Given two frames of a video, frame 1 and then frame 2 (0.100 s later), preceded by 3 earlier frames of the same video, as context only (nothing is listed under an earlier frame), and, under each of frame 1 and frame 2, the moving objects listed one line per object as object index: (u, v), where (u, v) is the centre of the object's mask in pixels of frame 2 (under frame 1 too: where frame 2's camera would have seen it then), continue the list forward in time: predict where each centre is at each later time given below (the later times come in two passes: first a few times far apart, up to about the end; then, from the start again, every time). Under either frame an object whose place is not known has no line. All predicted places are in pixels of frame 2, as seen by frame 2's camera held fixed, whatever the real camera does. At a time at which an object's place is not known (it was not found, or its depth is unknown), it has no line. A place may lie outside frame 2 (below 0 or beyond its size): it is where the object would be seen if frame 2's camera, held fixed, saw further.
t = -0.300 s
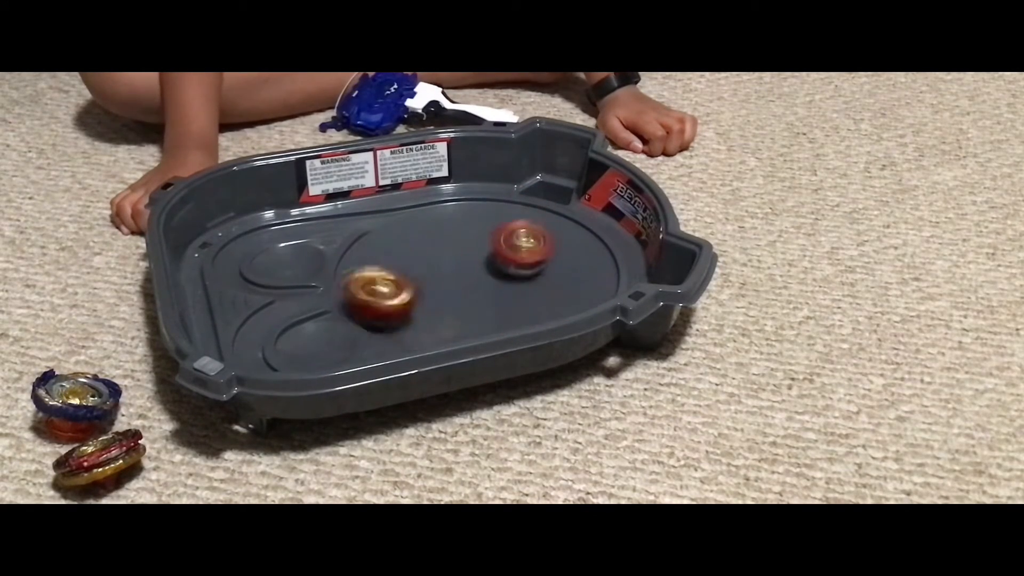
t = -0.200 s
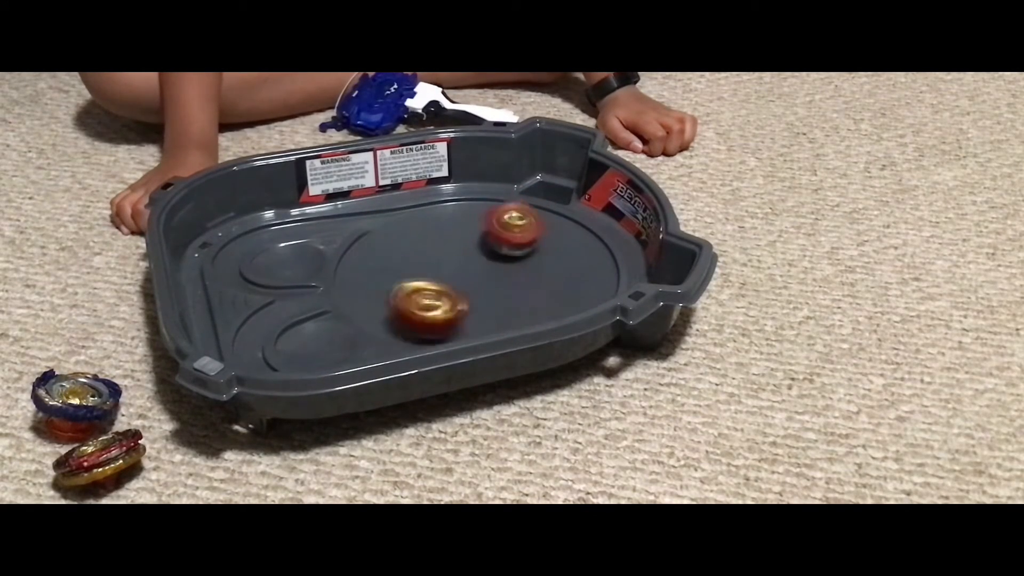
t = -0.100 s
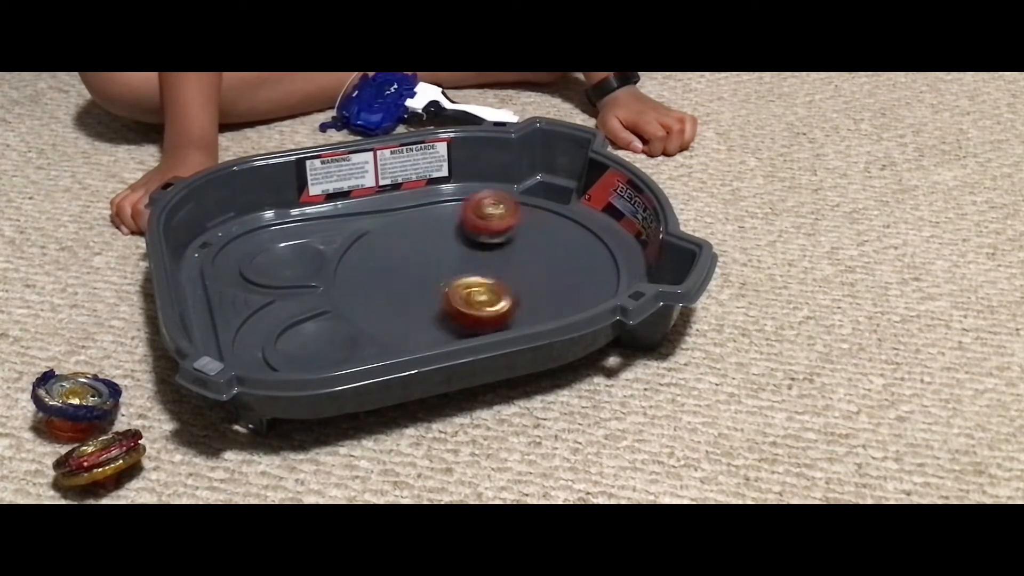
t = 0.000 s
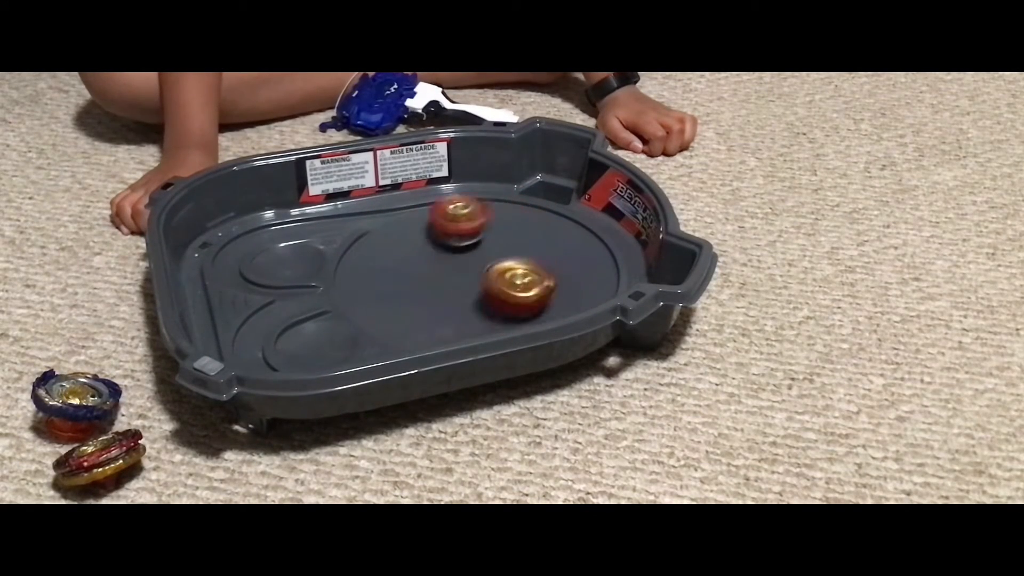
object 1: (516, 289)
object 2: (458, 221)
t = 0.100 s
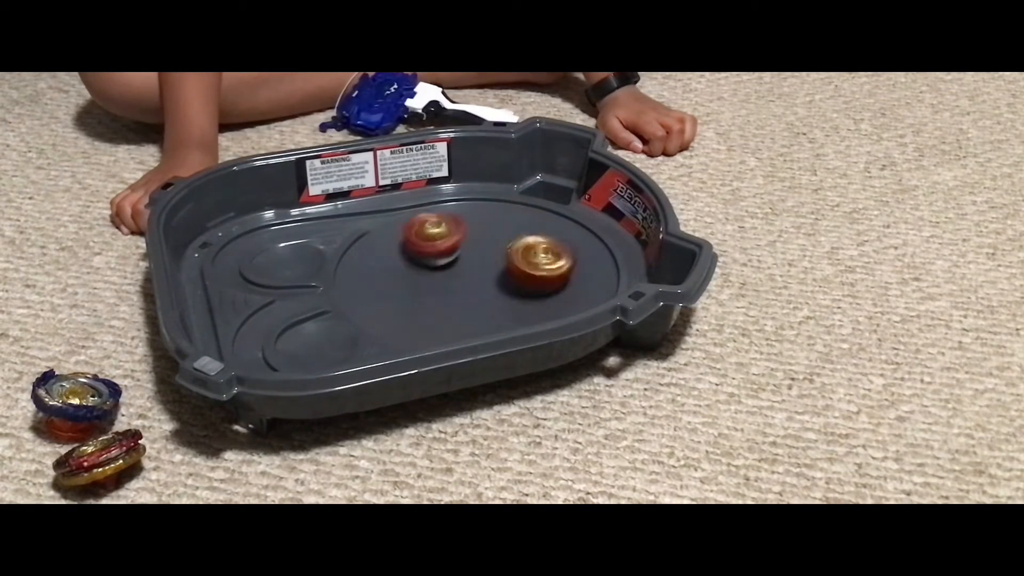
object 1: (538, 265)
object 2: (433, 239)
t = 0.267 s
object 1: (534, 224)
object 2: (427, 278)
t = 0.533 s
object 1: (438, 221)
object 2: (483, 309)
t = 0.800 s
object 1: (417, 290)
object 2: (528, 280)
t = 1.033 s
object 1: (488, 313)
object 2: (470, 247)
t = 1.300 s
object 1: (545, 273)
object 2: (396, 245)
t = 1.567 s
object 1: (459, 233)
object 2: (433, 286)
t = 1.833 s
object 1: (371, 249)
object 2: (523, 279)
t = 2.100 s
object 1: (432, 299)
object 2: (528, 243)
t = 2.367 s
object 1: (539, 274)
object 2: (444, 259)
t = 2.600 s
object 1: (536, 226)
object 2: (413, 290)
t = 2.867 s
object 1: (437, 242)
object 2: (470, 301)
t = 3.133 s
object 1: (410, 298)
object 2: (495, 258)
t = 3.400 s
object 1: (496, 308)
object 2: (453, 231)
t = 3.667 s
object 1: (512, 256)
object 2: (435, 270)
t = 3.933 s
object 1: (435, 224)
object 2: (494, 296)
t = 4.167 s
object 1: (390, 257)
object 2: (528, 275)
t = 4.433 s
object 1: (471, 297)
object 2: (461, 251)
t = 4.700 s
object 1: (554, 270)
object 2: (405, 270)
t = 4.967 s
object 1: (497, 238)
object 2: (455, 289)
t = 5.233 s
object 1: (409, 266)
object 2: (508, 265)
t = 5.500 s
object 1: (422, 308)
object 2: (486, 241)
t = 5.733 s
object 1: (500, 292)
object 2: (445, 264)
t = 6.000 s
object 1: (510, 241)
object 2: (444, 294)
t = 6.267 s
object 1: (436, 237)
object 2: (486, 282)
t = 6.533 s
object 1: (380, 269)
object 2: (525, 268)
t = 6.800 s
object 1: (418, 295)
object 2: (536, 277)
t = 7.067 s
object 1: (412, 256)
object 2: (591, 282)
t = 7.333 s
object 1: (412, 238)
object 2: (533, 287)
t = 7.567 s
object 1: (466, 246)
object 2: (437, 294)
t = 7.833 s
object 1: (512, 258)
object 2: (426, 290)
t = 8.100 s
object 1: (510, 270)
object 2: (434, 292)
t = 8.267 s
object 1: (507, 270)
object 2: (447, 289)
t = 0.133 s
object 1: (542, 256)
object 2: (429, 246)
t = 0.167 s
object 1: (543, 247)
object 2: (426, 254)
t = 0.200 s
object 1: (542, 239)
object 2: (425, 262)
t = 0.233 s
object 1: (539, 231)
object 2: (425, 270)
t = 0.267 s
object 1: (534, 224)
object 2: (427, 278)
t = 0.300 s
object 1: (526, 217)
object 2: (430, 285)
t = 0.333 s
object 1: (516, 212)
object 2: (435, 291)
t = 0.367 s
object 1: (504, 208)
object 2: (441, 297)
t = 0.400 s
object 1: (492, 208)
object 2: (447, 302)
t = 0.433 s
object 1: (479, 208)
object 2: (456, 306)
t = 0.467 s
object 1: (465, 210)
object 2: (464, 309)
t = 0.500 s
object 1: (451, 213)
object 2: (472, 310)
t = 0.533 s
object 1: (438, 221)
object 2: (483, 309)
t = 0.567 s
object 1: (428, 229)
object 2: (494, 309)
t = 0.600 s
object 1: (420, 238)
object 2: (504, 306)
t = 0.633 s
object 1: (413, 247)
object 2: (515, 303)
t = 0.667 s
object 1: (410, 256)
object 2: (521, 303)
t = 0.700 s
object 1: (408, 265)
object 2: (528, 297)
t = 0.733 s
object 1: (409, 273)
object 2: (530, 293)
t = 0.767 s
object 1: (412, 282)
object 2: (530, 286)
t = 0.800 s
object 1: (417, 290)
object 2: (528, 280)
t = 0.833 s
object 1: (422, 298)
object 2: (523, 274)
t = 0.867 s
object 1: (430, 304)
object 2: (518, 267)
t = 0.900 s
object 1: (440, 310)
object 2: (509, 263)
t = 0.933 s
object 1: (451, 313)
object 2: (500, 257)
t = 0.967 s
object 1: (464, 313)
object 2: (492, 253)
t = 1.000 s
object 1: (476, 313)
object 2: (481, 249)
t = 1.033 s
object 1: (488, 313)
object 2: (470, 247)
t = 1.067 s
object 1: (502, 310)
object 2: (461, 243)
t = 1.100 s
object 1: (516, 307)
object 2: (450, 240)
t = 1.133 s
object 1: (529, 303)
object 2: (439, 239)
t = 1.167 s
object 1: (539, 300)
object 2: (429, 238)
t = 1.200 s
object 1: (547, 293)
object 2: (419, 238)
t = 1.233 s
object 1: (549, 289)
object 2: (411, 239)
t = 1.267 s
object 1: (549, 279)
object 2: (403, 241)
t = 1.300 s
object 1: (545, 273)
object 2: (396, 245)
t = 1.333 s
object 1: (539, 265)
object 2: (391, 250)
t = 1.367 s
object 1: (532, 258)
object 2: (389, 255)
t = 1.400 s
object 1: (521, 253)
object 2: (390, 260)
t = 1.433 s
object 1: (510, 247)
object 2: (395, 268)
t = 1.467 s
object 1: (499, 243)
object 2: (400, 274)
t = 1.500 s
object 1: (486, 238)
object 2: (410, 279)
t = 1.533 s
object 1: (472, 236)
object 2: (421, 283)
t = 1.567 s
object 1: (459, 233)
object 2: (433, 286)
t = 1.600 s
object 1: (445, 232)
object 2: (445, 289)
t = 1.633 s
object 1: (432, 230)
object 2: (458, 290)
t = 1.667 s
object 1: (419, 230)
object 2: (471, 290)
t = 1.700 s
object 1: (407, 231)
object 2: (483, 289)
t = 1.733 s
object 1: (396, 234)
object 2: (494, 287)
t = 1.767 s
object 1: (385, 237)
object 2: (505, 285)
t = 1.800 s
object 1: (376, 243)
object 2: (513, 283)
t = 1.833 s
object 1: (371, 249)
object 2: (523, 279)
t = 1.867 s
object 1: (367, 256)
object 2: (530, 275)
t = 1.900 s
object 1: (367, 263)
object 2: (538, 270)
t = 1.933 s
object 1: (371, 270)
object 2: (542, 266)
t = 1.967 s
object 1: (377, 278)
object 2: (545, 259)
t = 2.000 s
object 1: (388, 286)
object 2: (544, 255)
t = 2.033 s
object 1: (401, 292)
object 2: (541, 250)
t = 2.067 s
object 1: (417, 296)
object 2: (535, 246)
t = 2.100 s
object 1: (432, 299)
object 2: (528, 243)
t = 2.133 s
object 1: (449, 301)
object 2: (517, 241)
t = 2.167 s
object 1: (466, 300)
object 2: (506, 242)
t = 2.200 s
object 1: (483, 297)
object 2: (496, 241)
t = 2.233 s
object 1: (496, 294)
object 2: (482, 243)
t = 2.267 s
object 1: (509, 291)
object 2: (471, 246)
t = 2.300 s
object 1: (521, 286)
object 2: (462, 250)
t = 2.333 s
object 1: (531, 279)
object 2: (452, 255)
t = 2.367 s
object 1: (539, 274)
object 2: (444, 259)
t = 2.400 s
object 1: (547, 266)
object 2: (436, 263)
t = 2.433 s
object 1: (551, 259)
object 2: (429, 267)
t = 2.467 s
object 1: (554, 251)
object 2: (423, 272)
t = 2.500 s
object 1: (553, 244)
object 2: (418, 277)
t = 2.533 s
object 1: (550, 237)
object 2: (415, 281)
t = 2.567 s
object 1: (545, 232)
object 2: (413, 286)
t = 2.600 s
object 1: (536, 226)
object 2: (413, 290)
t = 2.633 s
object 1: (526, 223)
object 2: (414, 294)
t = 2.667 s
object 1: (513, 221)
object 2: (417, 298)
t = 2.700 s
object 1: (500, 221)
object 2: (423, 302)
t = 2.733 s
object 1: (486, 223)
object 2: (433, 305)
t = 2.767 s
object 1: (472, 227)
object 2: (442, 307)
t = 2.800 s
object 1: (459, 231)
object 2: (454, 306)
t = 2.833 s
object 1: (448, 236)
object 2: (461, 304)
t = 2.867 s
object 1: (437, 242)
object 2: (470, 301)
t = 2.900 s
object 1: (429, 248)
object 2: (478, 297)
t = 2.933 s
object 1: (421, 256)
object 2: (486, 292)
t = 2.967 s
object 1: (415, 263)
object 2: (490, 287)
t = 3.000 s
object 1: (411, 271)
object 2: (493, 281)
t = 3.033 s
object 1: (408, 278)
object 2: (494, 275)
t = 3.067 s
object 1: (407, 284)
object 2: (495, 269)
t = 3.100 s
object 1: (408, 291)
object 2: (496, 263)
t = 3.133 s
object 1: (410, 298)
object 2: (495, 258)
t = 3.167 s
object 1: (415, 303)
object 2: (492, 252)
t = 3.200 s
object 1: (422, 309)
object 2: (490, 246)
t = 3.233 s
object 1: (432, 313)
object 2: (486, 241)
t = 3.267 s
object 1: (445, 313)
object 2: (481, 238)
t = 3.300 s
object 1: (457, 314)
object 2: (475, 235)
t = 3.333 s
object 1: (470, 313)
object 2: (468, 232)
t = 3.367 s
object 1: (482, 311)
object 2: (460, 230)
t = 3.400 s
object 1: (496, 308)
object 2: (453, 231)
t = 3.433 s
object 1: (506, 305)
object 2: (444, 233)
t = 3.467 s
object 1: (516, 299)
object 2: (438, 236)
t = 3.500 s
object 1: (520, 295)
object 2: (433, 241)
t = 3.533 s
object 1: (523, 285)
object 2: (429, 247)
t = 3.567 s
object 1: (523, 278)
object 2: (429, 253)
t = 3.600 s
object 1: (521, 271)
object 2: (431, 258)
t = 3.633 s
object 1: (518, 262)
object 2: (432, 264)
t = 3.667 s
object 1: (512, 256)
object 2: (435, 270)
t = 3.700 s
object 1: (505, 249)
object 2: (442, 275)
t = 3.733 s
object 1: (498, 244)
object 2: (449, 280)
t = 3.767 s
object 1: (489, 237)
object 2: (455, 283)
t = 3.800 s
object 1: (478, 234)
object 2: (462, 287)
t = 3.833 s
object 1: (469, 228)
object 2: (468, 290)
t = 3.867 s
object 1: (457, 226)
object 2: (478, 294)
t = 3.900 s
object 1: (446, 225)
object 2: (486, 295)
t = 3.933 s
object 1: (435, 224)
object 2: (494, 296)
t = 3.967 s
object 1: (425, 223)
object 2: (503, 295)
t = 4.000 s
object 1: (414, 225)
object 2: (512, 295)
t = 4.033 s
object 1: (405, 229)
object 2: (521, 290)
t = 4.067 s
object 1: (397, 235)
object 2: (526, 287)
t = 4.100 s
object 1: (392, 241)
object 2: (529, 283)
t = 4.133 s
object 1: (389, 249)
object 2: (528, 279)
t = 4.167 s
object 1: (390, 257)
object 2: (528, 275)
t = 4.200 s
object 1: (393, 265)
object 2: (524, 270)
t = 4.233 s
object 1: (400, 272)
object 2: (517, 266)
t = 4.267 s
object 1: (409, 279)
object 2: (510, 264)
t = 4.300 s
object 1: (418, 285)
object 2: (502, 261)
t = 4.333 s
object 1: (431, 290)
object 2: (492, 259)
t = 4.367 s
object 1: (444, 293)
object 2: (485, 256)
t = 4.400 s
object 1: (458, 295)
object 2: (476, 252)
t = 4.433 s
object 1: (471, 297)
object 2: (461, 251)
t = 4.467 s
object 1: (484, 298)
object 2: (451, 255)
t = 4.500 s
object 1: (498, 297)
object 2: (445, 257)
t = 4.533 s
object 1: (512, 294)
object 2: (436, 259)
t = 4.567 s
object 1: (522, 291)
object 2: (427, 259)
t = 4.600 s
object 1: (534, 287)
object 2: (420, 261)
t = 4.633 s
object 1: (542, 282)
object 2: (413, 264)
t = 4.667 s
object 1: (550, 276)
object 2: (409, 267)
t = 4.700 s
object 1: (554, 270)
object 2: (405, 270)
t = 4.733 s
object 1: (556, 263)
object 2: (405, 275)
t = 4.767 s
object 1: (556, 256)
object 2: (406, 279)
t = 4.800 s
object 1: (550, 252)
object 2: (409, 283)
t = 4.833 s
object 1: (543, 246)
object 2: (416, 287)
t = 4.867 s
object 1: (535, 241)
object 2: (426, 290)
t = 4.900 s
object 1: (522, 239)
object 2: (434, 290)
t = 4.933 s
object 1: (511, 238)
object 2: (443, 290)
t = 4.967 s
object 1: (497, 238)
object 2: (455, 289)
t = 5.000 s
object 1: (485, 237)
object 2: (463, 288)
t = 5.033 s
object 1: (471, 237)
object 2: (471, 285)
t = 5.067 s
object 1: (456, 239)
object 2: (480, 283)
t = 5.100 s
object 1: (444, 246)
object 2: (488, 279)
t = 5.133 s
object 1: (434, 252)
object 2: (494, 276)
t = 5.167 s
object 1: (425, 256)
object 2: (500, 272)
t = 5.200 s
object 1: (416, 261)
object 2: (505, 269)
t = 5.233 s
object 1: (409, 266)
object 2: (508, 265)
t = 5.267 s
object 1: (403, 271)
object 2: (512, 259)
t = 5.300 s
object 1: (399, 277)
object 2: (513, 256)
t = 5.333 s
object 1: (397, 283)
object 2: (513, 250)
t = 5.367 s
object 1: (397, 288)
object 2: (510, 246)
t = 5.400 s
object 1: (399, 294)
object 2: (506, 244)
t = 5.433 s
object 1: (404, 300)
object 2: (501, 241)
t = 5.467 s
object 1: (412, 304)
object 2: (493, 240)
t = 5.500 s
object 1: (422, 308)
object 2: (486, 241)
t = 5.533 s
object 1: (433, 310)
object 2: (478, 241)
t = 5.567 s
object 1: (446, 310)
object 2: (470, 244)
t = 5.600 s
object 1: (459, 309)
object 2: (463, 248)
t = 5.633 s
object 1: (471, 307)
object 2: (459, 251)
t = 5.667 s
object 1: (483, 302)
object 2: (451, 254)
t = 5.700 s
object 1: (493, 298)
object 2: (447, 260)
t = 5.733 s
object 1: (500, 292)
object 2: (445, 264)
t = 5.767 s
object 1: (506, 286)
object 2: (443, 269)
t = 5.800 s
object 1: (512, 280)
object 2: (440, 273)
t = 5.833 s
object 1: (517, 272)
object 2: (437, 276)
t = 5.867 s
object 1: (519, 265)
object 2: (436, 280)
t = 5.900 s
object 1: (520, 259)
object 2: (435, 285)
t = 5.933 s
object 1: (518, 252)
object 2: (436, 287)
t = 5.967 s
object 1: (515, 247)
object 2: (438, 291)
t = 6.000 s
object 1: (510, 241)
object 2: (444, 294)
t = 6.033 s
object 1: (504, 236)
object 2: (447, 295)
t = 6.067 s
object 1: (495, 232)
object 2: (455, 296)
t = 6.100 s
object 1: (486, 230)
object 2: (461, 296)
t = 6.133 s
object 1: (477, 228)
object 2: (468, 294)
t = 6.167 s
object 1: (466, 226)
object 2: (475, 292)
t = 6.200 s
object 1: (456, 228)
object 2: (480, 289)
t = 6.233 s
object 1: (445, 232)
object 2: (483, 285)
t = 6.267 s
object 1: (436, 237)
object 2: (486, 282)
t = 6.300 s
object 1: (428, 242)
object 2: (486, 278)
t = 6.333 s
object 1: (423, 248)
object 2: (487, 275)
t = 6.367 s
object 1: (419, 255)
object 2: (484, 270)
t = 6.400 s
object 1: (413, 259)
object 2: (492, 268)
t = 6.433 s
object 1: (402, 261)
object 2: (501, 269)
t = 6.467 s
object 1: (393, 264)
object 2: (509, 269)
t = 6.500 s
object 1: (387, 267)
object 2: (520, 267)
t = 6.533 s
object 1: (380, 269)
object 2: (525, 268)
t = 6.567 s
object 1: (378, 273)
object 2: (529, 269)
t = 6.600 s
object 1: (378, 277)
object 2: (530, 270)
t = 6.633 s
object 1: (378, 281)
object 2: (534, 270)
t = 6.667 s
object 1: (383, 285)
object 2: (535, 271)
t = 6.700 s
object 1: (388, 288)
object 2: (538, 273)
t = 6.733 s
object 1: (397, 291)
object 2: (537, 274)
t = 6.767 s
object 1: (409, 294)
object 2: (538, 276)
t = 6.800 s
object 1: (418, 295)
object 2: (536, 277)
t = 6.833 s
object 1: (431, 295)
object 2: (535, 281)
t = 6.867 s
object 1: (442, 294)
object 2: (532, 281)
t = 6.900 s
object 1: (454, 293)
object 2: (530, 282)
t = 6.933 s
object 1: (447, 286)
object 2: (545, 285)
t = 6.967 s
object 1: (439, 279)
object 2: (559, 283)
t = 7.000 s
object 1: (427, 270)
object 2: (575, 283)
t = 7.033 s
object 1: (417, 265)
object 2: (586, 284)
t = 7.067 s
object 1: (412, 256)
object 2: (591, 282)
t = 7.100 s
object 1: (407, 251)
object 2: (591, 284)
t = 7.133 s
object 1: (403, 246)
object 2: (592, 284)
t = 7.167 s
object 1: (402, 243)
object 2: (590, 284)
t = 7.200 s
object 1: (401, 238)
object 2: (584, 284)
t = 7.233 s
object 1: (404, 238)
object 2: (574, 284)
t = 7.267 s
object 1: (405, 237)
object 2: (564, 284)
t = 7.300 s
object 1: (409, 238)
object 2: (550, 285)
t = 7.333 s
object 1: (412, 238)
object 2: (533, 287)
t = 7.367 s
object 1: (417, 241)
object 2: (516, 288)
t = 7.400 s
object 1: (422, 244)
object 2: (498, 288)
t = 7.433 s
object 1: (428, 244)
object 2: (486, 287)
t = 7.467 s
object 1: (435, 247)
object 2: (470, 289)
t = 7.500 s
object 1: (444, 245)
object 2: (456, 292)
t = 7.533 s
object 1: (455, 244)
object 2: (445, 293)
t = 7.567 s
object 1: (466, 246)
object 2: (437, 294)
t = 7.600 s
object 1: (474, 250)
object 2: (432, 294)
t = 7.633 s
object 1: (483, 251)
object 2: (429, 293)
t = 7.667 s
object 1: (491, 253)
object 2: (426, 293)
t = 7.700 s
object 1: (498, 252)
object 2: (425, 293)
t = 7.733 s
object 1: (503, 253)
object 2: (425, 292)
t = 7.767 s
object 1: (507, 254)
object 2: (425, 291)
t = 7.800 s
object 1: (510, 256)
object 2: (425, 291)
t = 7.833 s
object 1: (512, 258)
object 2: (426, 290)
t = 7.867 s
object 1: (513, 259)
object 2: (426, 290)
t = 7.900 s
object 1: (514, 260)
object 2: (427, 290)
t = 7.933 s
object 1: (515, 262)
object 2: (427, 290)
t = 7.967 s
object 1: (514, 265)
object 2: (427, 290)
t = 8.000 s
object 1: (513, 267)
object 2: (428, 291)
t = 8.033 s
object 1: (513, 269)
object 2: (429, 291)
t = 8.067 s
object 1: (511, 270)
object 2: (431, 291)
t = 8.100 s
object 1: (510, 270)
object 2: (434, 292)
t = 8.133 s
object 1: (509, 271)
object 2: (438, 292)
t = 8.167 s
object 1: (509, 271)
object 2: (442, 292)
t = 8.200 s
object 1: (508, 271)
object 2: (446, 291)
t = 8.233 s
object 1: (508, 271)
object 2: (446, 290)
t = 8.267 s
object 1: (507, 270)
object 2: (447, 289)
